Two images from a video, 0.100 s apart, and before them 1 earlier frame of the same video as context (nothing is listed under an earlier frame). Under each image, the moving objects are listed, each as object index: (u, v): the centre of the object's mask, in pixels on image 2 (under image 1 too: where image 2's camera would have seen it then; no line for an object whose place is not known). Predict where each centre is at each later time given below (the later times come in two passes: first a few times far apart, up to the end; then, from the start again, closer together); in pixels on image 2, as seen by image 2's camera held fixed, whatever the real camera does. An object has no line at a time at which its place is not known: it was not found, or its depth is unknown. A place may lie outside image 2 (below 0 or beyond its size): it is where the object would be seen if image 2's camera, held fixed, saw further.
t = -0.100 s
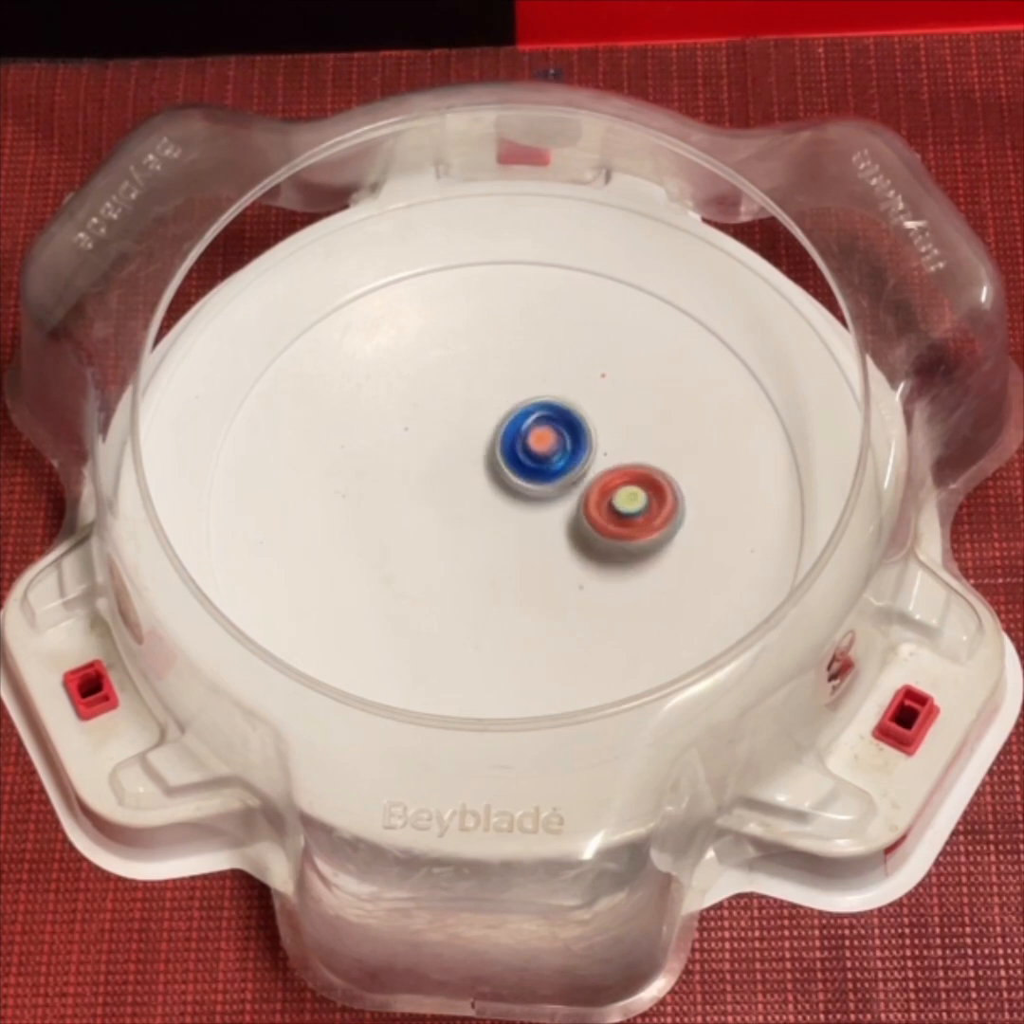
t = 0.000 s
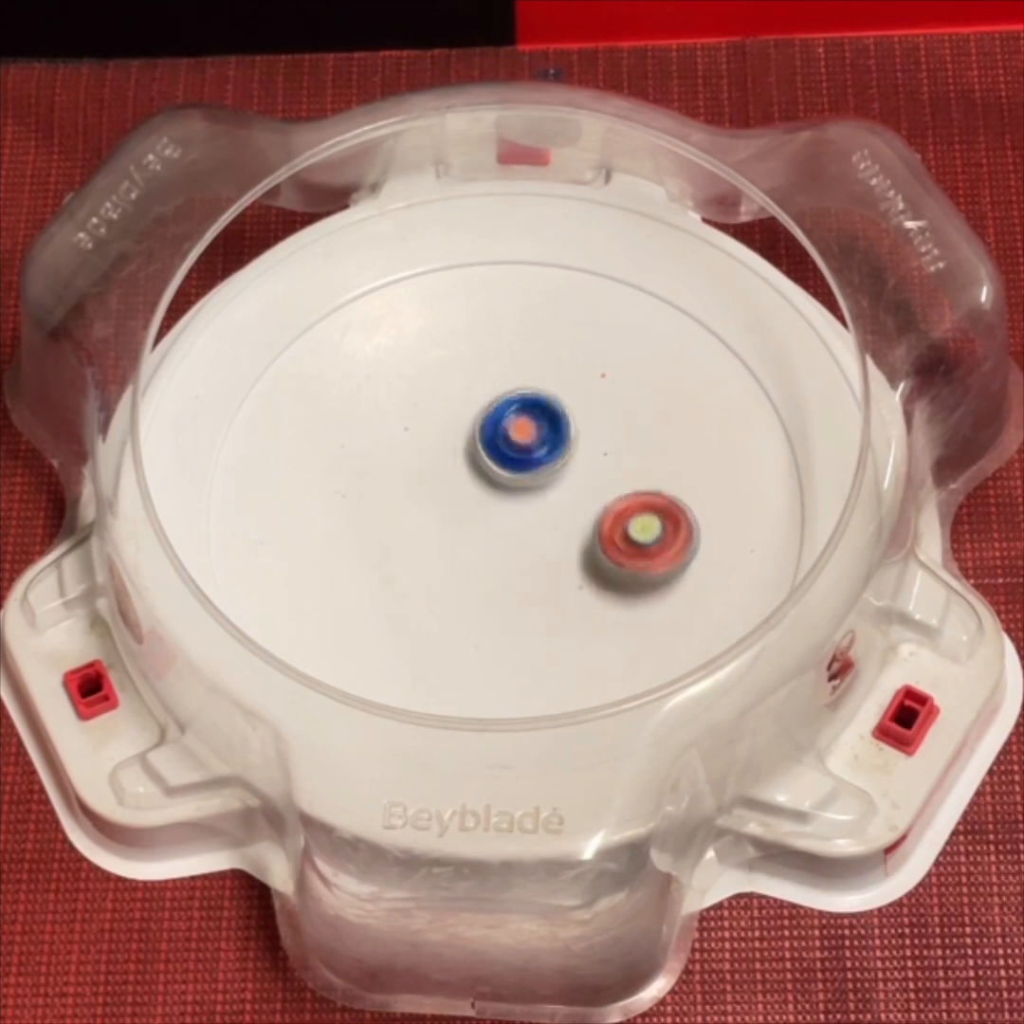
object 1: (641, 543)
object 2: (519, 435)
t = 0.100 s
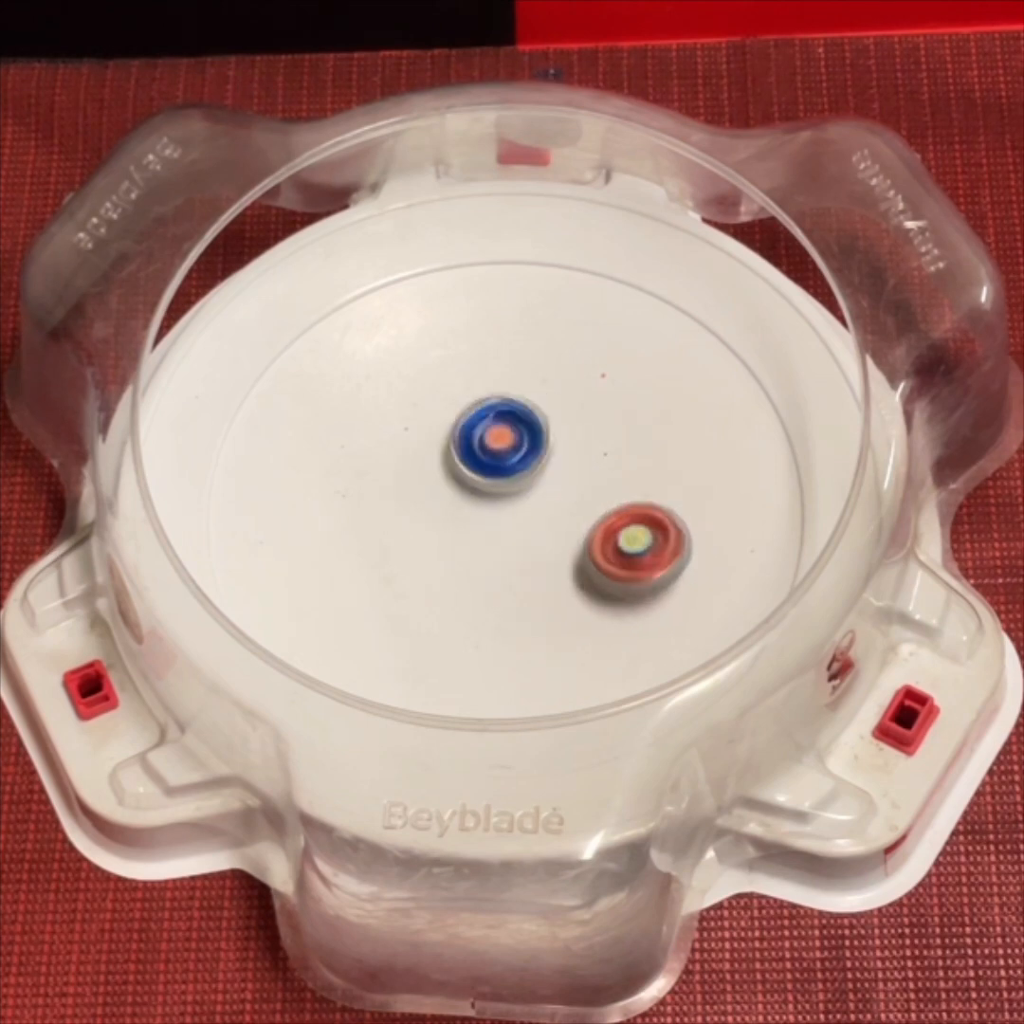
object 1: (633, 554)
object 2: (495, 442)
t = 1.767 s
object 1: (536, 426)
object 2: (411, 564)
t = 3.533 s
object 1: (355, 521)
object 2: (492, 534)
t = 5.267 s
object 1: (413, 573)
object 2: (433, 467)
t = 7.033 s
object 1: (553, 382)
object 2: (466, 464)
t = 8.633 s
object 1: (563, 488)
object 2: (481, 523)
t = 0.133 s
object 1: (630, 553)
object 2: (488, 447)
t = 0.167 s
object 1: (627, 552)
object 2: (481, 453)
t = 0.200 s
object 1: (623, 550)
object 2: (476, 460)
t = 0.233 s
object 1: (619, 548)
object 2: (472, 468)
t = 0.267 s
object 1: (614, 546)
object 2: (469, 476)
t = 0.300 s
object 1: (609, 543)
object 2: (466, 485)
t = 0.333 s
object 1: (604, 540)
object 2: (463, 494)
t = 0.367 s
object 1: (599, 537)
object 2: (461, 505)
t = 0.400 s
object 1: (595, 533)
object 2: (462, 511)
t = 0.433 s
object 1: (590, 529)
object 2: (461, 520)
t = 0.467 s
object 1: (585, 525)
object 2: (461, 528)
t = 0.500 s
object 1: (581, 519)
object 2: (462, 536)
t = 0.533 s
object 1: (576, 512)
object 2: (463, 544)
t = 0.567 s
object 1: (572, 506)
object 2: (465, 552)
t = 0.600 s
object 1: (567, 499)
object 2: (468, 560)
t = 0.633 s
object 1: (563, 493)
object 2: (472, 567)
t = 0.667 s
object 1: (559, 487)
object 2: (476, 574)
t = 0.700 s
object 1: (557, 478)
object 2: (481, 578)
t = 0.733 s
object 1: (552, 474)
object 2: (487, 583)
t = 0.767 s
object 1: (550, 466)
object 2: (494, 586)
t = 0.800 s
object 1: (546, 460)
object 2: (502, 590)
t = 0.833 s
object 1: (545, 456)
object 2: (511, 589)
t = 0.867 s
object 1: (542, 453)
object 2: (516, 586)
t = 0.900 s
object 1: (544, 446)
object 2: (522, 580)
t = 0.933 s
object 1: (544, 441)
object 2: (528, 576)
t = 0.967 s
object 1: (542, 440)
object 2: (530, 569)
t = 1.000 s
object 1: (545, 434)
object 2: (532, 562)
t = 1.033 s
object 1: (544, 433)
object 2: (532, 554)
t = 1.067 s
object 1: (547, 428)
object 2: (530, 547)
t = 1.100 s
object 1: (546, 427)
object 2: (527, 537)
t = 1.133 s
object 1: (548, 425)
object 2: (524, 531)
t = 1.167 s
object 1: (550, 423)
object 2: (519, 523)
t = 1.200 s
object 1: (552, 421)
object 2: (513, 517)
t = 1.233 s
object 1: (562, 404)
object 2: (494, 525)
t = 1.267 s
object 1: (570, 392)
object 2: (481, 532)
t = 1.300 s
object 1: (572, 390)
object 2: (471, 531)
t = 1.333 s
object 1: (574, 389)
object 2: (461, 534)
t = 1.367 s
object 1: (574, 389)
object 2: (453, 536)
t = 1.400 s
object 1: (573, 390)
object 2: (444, 537)
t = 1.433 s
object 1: (573, 391)
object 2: (436, 537)
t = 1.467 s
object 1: (572, 394)
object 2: (429, 540)
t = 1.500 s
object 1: (570, 397)
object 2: (422, 543)
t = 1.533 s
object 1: (568, 400)
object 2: (415, 544)
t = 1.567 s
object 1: (565, 403)
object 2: (410, 547)
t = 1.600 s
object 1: (562, 406)
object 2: (404, 550)
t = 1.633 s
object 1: (558, 410)
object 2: (400, 555)
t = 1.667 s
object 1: (554, 414)
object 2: (400, 558)
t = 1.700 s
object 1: (548, 418)
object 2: (400, 562)
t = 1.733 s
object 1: (543, 422)
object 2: (405, 564)
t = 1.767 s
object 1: (536, 426)
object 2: (411, 564)
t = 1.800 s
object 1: (529, 430)
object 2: (418, 563)
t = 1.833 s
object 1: (520, 435)
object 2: (424, 560)
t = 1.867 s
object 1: (511, 438)
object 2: (432, 557)
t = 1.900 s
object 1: (503, 440)
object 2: (439, 552)
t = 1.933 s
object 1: (494, 442)
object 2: (445, 547)
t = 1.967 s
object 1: (485, 444)
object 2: (451, 541)
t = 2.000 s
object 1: (476, 445)
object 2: (457, 535)
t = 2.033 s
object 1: (467, 445)
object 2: (462, 530)
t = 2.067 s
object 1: (463, 435)
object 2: (467, 528)
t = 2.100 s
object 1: (465, 421)
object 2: (469, 528)
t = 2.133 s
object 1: (465, 412)
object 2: (471, 523)
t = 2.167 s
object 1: (462, 407)
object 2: (476, 516)
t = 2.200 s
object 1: (457, 402)
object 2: (478, 510)
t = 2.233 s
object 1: (451, 398)
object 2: (480, 504)
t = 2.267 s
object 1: (448, 393)
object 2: (483, 498)
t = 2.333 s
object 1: (443, 385)
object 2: (486, 486)
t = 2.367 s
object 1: (442, 383)
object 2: (487, 479)
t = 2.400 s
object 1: (443, 381)
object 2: (488, 474)
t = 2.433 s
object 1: (441, 377)
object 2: (488, 473)
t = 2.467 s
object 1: (438, 368)
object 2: (492, 476)
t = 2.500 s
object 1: (438, 367)
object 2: (494, 476)
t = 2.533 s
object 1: (442, 365)
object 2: (498, 478)
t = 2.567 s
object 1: (444, 365)
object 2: (499, 478)
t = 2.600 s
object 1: (443, 369)
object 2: (502, 480)
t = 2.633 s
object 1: (446, 370)
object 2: (503, 480)
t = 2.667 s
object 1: (448, 373)
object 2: (504, 484)
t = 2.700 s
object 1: (451, 376)
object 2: (504, 484)
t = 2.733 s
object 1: (453, 380)
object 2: (506, 489)
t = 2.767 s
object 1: (456, 385)
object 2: (506, 490)
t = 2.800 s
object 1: (458, 392)
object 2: (508, 496)
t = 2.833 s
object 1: (460, 399)
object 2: (509, 499)
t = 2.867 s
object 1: (462, 408)
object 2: (511, 504)
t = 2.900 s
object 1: (462, 416)
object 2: (512, 507)
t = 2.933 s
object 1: (462, 425)
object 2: (514, 511)
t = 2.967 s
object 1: (461, 434)
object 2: (515, 515)
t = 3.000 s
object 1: (458, 444)
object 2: (518, 519)
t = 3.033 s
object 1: (456, 453)
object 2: (519, 520)
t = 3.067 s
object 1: (452, 462)
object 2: (522, 523)
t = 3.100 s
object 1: (447, 472)
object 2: (523, 524)
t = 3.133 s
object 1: (441, 480)
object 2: (523, 526)
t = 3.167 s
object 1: (435, 489)
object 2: (522, 526)
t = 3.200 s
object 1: (428, 496)
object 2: (522, 530)
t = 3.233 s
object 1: (420, 503)
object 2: (520, 529)
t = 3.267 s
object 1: (413, 509)
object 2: (519, 531)
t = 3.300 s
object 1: (404, 514)
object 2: (516, 529)
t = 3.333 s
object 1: (396, 517)
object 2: (514, 532)
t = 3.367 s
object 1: (388, 520)
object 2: (509, 531)
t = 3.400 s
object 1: (380, 521)
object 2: (509, 534)
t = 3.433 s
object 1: (373, 523)
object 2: (504, 532)
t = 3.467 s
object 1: (366, 523)
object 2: (502, 535)
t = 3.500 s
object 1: (360, 523)
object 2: (496, 534)
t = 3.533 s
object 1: (355, 521)
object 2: (492, 534)
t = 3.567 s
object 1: (351, 519)
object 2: (487, 536)
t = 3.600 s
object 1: (348, 518)
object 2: (484, 536)
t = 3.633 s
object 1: (347, 515)
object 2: (480, 538)
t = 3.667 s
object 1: (346, 513)
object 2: (478, 539)
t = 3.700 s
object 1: (346, 511)
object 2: (475, 541)
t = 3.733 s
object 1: (349, 508)
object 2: (472, 542)
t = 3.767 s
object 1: (350, 506)
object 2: (470, 543)
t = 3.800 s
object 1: (353, 504)
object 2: (468, 542)
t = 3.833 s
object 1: (357, 503)
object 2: (466, 543)
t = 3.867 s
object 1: (362, 502)
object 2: (465, 542)
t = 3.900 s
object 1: (367, 501)
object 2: (464, 544)
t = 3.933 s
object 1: (369, 496)
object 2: (468, 545)
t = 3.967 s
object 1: (375, 495)
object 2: (473, 548)
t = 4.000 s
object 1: (383, 495)
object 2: (479, 548)
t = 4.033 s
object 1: (389, 496)
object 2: (485, 549)
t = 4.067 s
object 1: (397, 498)
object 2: (492, 547)
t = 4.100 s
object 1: (394, 493)
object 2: (508, 551)
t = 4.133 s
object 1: (392, 487)
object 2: (521, 554)
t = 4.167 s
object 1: (396, 485)
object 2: (528, 553)
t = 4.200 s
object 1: (402, 487)
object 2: (536, 553)
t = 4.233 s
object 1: (407, 492)
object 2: (541, 552)
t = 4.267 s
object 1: (411, 497)
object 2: (548, 550)
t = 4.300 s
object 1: (416, 503)
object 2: (554, 548)
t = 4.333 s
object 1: (419, 509)
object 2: (558, 545)
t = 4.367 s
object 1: (422, 516)
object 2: (564, 540)
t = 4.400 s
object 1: (425, 522)
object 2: (567, 536)
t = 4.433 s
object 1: (427, 528)
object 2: (567, 531)
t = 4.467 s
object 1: (428, 534)
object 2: (568, 525)
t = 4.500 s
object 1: (429, 541)
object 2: (565, 520)
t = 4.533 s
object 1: (429, 547)
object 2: (561, 514)
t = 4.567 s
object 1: (429, 552)
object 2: (556, 510)
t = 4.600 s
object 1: (427, 557)
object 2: (551, 506)
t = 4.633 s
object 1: (426, 561)
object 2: (543, 504)
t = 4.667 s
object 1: (424, 566)
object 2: (536, 501)
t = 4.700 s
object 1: (421, 568)
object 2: (528, 499)
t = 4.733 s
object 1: (419, 571)
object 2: (522, 497)
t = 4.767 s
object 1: (418, 572)
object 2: (514, 496)
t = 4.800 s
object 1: (416, 574)
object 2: (507, 494)
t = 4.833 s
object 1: (413, 575)
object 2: (497, 492)
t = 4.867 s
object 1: (412, 575)
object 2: (489, 491)
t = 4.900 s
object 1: (409, 575)
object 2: (482, 490)
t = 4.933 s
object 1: (409, 573)
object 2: (474, 489)
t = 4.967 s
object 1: (408, 573)
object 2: (467, 487)
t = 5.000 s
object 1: (409, 571)
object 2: (459, 485)
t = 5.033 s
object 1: (409, 569)
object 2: (454, 486)
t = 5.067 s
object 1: (403, 576)
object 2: (452, 481)
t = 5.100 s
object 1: (400, 578)
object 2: (451, 478)
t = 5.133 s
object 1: (401, 577)
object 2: (448, 477)
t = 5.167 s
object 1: (404, 575)
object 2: (444, 473)
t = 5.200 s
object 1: (406, 574)
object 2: (440, 470)
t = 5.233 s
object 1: (409, 574)
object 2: (438, 468)
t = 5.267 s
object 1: (413, 573)
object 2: (433, 467)
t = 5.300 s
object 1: (417, 572)
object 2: (432, 467)
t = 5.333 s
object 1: (421, 571)
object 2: (430, 467)
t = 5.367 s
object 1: (426, 570)
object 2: (431, 468)
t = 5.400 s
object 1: (431, 569)
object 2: (431, 471)
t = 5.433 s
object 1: (436, 570)
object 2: (434, 473)
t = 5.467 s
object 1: (441, 570)
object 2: (437, 475)
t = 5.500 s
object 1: (447, 570)
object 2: (442, 479)
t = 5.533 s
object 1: (452, 571)
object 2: (444, 482)
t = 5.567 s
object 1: (459, 573)
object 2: (448, 484)
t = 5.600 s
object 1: (464, 575)
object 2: (454, 488)
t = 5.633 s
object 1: (469, 576)
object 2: (458, 491)
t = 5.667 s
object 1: (474, 579)
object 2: (466, 493)
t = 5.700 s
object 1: (475, 584)
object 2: (471, 496)
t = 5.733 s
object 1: (470, 593)
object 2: (477, 501)
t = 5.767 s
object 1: (457, 601)
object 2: (485, 504)
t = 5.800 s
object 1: (450, 607)
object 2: (487, 510)
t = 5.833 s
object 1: (444, 613)
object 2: (486, 515)
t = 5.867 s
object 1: (441, 616)
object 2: (486, 519)
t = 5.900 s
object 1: (440, 621)
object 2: (484, 524)
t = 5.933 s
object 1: (438, 626)
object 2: (483, 527)
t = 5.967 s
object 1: (435, 629)
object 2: (482, 531)
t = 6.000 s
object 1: (431, 630)
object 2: (480, 536)
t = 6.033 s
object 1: (428, 631)
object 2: (476, 538)
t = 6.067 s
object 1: (423, 632)
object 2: (473, 541)
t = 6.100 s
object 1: (420, 631)
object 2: (468, 542)
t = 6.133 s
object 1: (416, 629)
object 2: (465, 542)
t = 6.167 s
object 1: (415, 626)
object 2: (459, 539)
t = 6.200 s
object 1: (412, 623)
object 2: (456, 540)
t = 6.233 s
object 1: (413, 617)
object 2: (453, 539)
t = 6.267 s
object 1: (413, 612)
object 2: (449, 535)
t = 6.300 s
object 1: (412, 610)
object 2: (450, 530)
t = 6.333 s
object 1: (408, 609)
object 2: (456, 525)
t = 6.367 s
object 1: (407, 603)
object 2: (461, 519)
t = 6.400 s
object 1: (412, 597)
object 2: (463, 514)
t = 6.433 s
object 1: (420, 591)
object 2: (465, 504)
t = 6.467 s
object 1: (428, 586)
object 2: (466, 497)
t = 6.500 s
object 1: (437, 581)
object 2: (468, 491)
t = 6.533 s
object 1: (449, 574)
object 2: (467, 483)
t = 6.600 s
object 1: (477, 554)
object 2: (463, 468)
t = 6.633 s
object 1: (490, 541)
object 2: (462, 461)
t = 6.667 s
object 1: (505, 530)
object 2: (457, 459)
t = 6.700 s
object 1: (521, 519)
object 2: (460, 455)
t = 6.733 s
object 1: (536, 506)
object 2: (462, 453)
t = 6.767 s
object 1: (546, 491)
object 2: (462, 452)
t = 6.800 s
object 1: (557, 473)
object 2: (466, 452)
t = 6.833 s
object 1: (564, 455)
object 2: (467, 450)
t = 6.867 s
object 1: (568, 438)
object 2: (469, 450)
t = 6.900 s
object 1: (569, 423)
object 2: (470, 454)
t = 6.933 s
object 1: (568, 409)
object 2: (469, 458)
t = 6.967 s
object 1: (563, 399)
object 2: (468, 460)
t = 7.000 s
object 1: (558, 389)
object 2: (466, 463)
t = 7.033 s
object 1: (553, 382)
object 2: (466, 464)
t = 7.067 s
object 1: (548, 380)
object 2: (468, 465)
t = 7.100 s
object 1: (544, 381)
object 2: (466, 468)
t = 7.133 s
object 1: (540, 382)
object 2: (463, 473)
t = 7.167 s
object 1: (534, 386)
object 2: (464, 477)
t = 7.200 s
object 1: (526, 390)
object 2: (465, 481)
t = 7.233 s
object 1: (518, 393)
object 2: (467, 488)
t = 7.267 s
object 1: (511, 397)
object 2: (469, 494)
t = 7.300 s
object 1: (507, 402)
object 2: (473, 496)
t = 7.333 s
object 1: (503, 409)
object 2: (474, 502)
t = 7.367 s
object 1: (501, 421)
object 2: (479, 508)
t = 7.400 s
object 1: (505, 429)
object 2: (484, 511)
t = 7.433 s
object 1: (514, 443)
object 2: (485, 519)
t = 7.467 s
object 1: (530, 455)
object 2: (485, 523)
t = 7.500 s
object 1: (548, 467)
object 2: (486, 524)
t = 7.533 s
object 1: (562, 475)
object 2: (488, 524)
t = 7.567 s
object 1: (571, 481)
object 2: (487, 525)
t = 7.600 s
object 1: (581, 485)
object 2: (486, 524)
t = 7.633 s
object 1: (590, 485)
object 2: (484, 523)
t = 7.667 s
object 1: (596, 483)
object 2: (482, 521)
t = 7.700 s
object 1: (601, 479)
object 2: (481, 520)
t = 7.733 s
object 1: (602, 478)
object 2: (481, 520)
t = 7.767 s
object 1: (603, 476)
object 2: (481, 520)
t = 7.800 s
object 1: (603, 477)
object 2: (483, 522)
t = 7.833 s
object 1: (602, 479)
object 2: (483, 523)
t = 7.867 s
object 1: (600, 480)
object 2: (482, 523)
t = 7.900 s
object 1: (595, 484)
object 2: (482, 522)
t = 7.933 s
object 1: (588, 490)
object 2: (482, 523)
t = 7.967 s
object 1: (579, 493)
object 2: (482, 523)
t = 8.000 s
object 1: (570, 489)
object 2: (482, 523)
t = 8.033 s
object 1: (561, 485)
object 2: (481, 523)
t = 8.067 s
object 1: (553, 475)
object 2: (481, 523)
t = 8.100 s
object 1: (547, 466)
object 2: (481, 523)
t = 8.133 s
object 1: (544, 459)
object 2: (482, 523)
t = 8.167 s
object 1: (547, 453)
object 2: (482, 523)
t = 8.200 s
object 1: (545, 451)
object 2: (481, 523)
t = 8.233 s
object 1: (550, 448)
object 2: (483, 523)
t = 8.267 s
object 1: (551, 448)
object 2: (483, 523)
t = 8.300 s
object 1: (551, 447)
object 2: (483, 523)
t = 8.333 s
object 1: (551, 448)
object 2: (482, 523)
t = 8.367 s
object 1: (550, 449)
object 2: (483, 523)
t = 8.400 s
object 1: (548, 451)
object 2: (482, 523)
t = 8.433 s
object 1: (546, 455)
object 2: (483, 523)
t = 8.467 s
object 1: (545, 460)
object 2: (483, 523)
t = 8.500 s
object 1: (545, 467)
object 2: (482, 523)
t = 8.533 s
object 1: (549, 474)
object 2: (482, 523)
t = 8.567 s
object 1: (554, 481)
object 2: (482, 523)
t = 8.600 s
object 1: (559, 486)
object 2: (482, 524)
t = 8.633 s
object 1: (563, 488)
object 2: (481, 523)
